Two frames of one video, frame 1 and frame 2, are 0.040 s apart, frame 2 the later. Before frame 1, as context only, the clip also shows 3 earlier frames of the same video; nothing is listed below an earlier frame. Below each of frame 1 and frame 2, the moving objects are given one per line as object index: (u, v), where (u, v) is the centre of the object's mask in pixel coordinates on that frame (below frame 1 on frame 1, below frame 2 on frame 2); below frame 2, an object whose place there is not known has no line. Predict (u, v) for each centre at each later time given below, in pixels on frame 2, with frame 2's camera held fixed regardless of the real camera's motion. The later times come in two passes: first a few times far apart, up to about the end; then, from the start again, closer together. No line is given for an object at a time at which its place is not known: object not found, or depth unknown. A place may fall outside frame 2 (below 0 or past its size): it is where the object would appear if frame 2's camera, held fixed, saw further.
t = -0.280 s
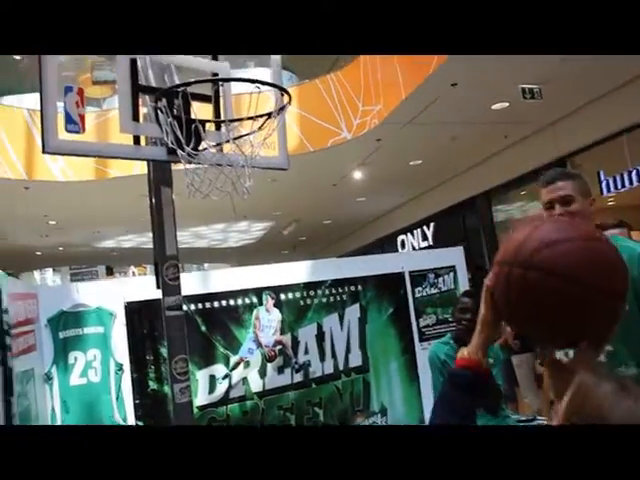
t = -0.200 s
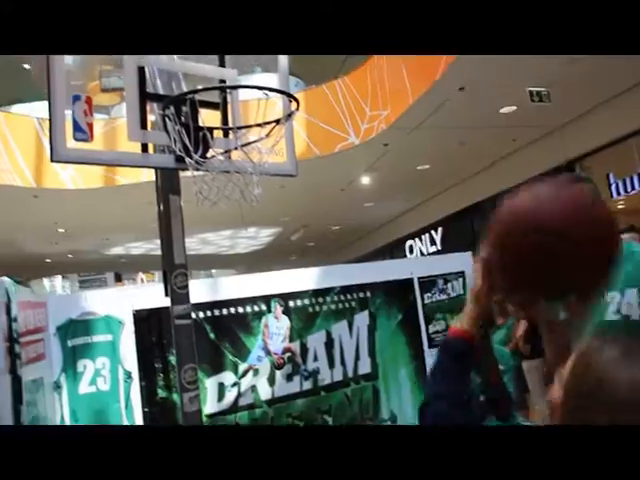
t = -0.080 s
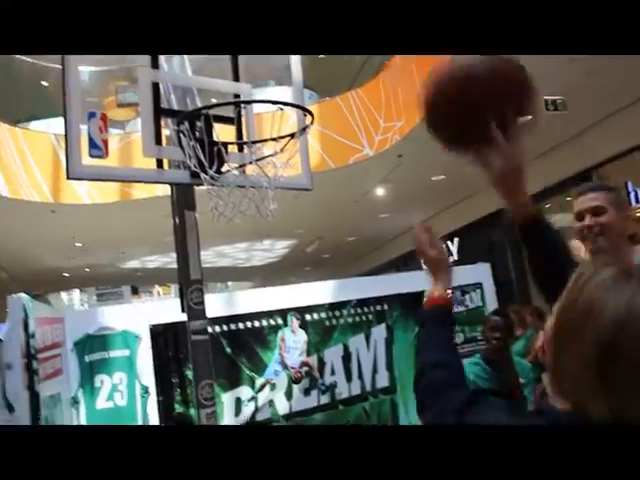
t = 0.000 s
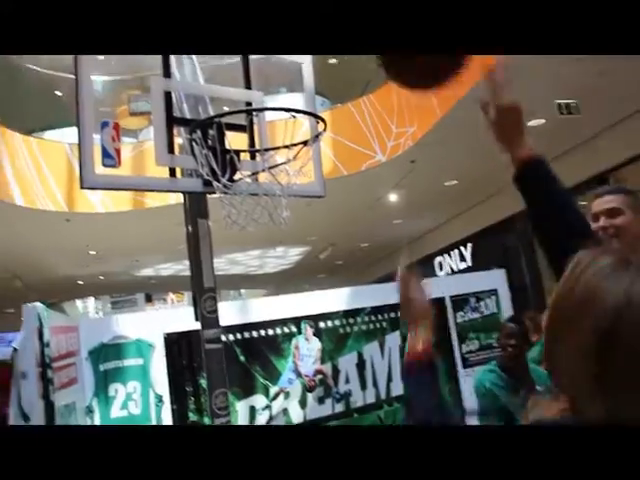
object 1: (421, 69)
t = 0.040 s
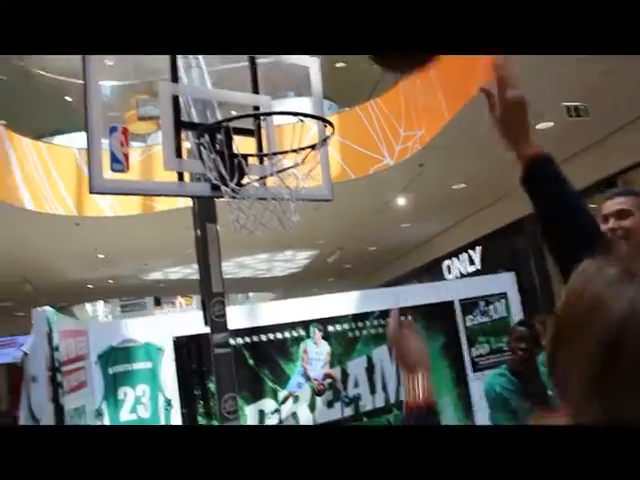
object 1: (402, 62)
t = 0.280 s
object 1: (304, 55)
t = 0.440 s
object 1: (268, 116)
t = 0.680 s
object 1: (239, 79)
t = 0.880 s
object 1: (243, 93)
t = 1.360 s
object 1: (338, 298)
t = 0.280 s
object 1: (304, 55)
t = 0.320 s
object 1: (293, 63)
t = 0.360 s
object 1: (284, 72)
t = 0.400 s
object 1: (276, 86)
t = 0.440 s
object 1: (268, 116)
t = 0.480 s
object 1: (264, 115)
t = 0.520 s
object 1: (257, 101)
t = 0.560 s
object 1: (252, 88)
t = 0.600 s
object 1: (248, 80)
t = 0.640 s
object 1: (243, 78)
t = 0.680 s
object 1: (239, 79)
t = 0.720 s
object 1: (235, 83)
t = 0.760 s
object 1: (231, 89)
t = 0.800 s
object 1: (231, 91)
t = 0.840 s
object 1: (236, 90)
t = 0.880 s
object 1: (243, 93)
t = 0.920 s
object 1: (248, 95)
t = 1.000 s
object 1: (263, 105)
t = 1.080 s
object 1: (283, 136)
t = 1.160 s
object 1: (302, 171)
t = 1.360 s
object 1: (338, 298)
